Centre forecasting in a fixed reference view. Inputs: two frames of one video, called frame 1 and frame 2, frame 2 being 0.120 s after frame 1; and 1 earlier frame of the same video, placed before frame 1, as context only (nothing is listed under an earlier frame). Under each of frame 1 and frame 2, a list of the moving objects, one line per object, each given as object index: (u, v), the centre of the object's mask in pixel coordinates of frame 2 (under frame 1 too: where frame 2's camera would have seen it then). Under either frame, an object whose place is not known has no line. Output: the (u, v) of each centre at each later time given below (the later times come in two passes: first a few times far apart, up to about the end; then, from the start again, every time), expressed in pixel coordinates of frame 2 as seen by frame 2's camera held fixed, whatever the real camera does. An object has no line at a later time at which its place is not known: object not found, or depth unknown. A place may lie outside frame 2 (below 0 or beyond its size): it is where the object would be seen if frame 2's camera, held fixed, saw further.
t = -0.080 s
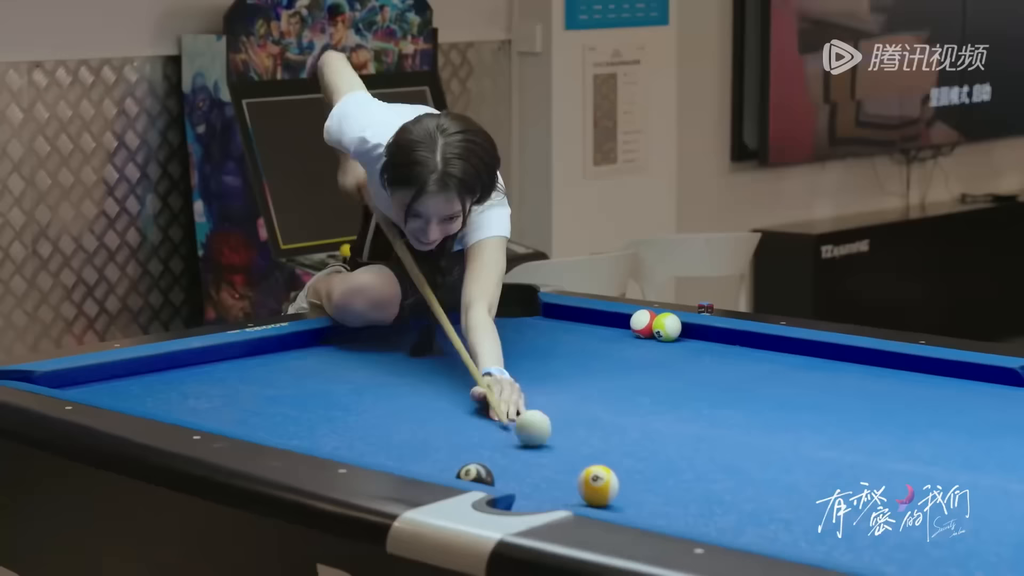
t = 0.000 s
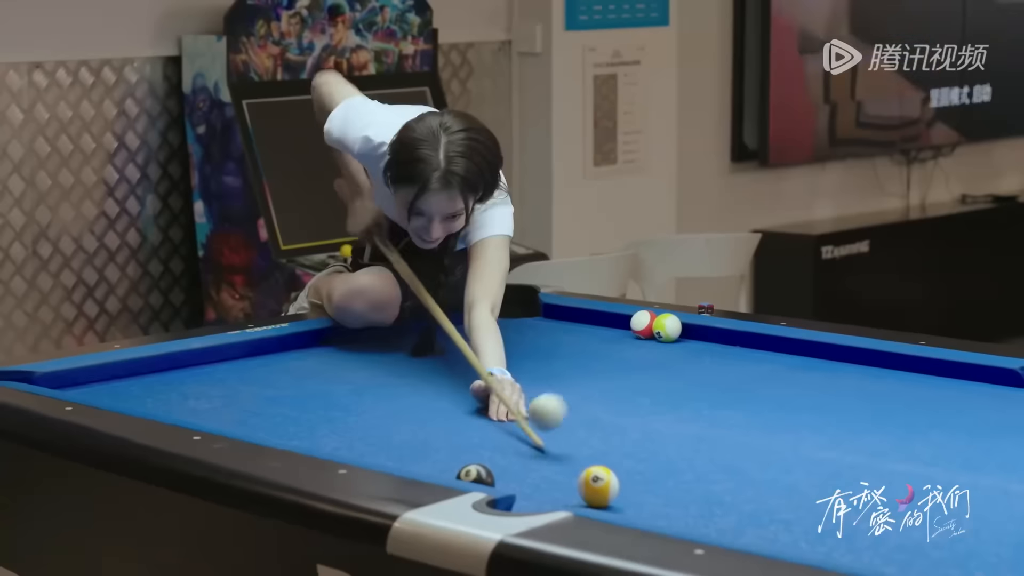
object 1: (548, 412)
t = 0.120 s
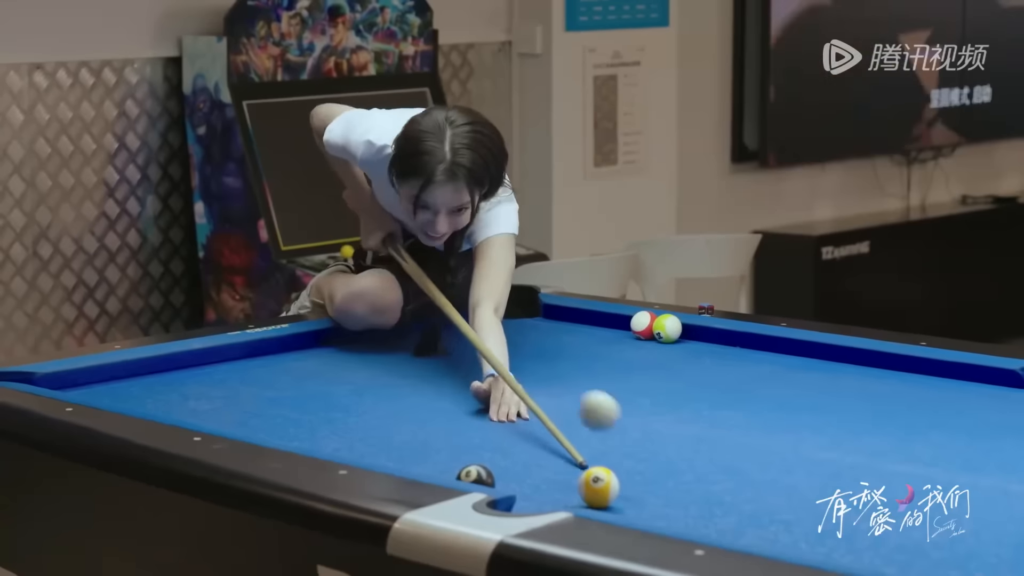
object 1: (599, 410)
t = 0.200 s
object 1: (639, 464)
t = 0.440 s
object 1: (749, 531)
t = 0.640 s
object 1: (855, 551)
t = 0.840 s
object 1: (962, 561)
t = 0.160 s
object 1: (618, 430)
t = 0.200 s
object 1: (639, 464)
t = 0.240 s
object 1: (657, 488)
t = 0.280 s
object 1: (676, 488)
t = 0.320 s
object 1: (694, 499)
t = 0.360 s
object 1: (714, 518)
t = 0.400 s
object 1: (731, 523)
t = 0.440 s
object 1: (749, 531)
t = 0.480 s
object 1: (768, 537)
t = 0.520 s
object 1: (790, 541)
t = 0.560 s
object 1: (811, 544)
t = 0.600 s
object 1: (833, 548)
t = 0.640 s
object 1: (855, 551)
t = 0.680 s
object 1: (876, 554)
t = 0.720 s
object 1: (897, 557)
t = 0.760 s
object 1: (919, 559)
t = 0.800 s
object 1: (940, 560)
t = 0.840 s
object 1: (962, 561)
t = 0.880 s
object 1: (983, 561)
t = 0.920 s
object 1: (1002, 562)
